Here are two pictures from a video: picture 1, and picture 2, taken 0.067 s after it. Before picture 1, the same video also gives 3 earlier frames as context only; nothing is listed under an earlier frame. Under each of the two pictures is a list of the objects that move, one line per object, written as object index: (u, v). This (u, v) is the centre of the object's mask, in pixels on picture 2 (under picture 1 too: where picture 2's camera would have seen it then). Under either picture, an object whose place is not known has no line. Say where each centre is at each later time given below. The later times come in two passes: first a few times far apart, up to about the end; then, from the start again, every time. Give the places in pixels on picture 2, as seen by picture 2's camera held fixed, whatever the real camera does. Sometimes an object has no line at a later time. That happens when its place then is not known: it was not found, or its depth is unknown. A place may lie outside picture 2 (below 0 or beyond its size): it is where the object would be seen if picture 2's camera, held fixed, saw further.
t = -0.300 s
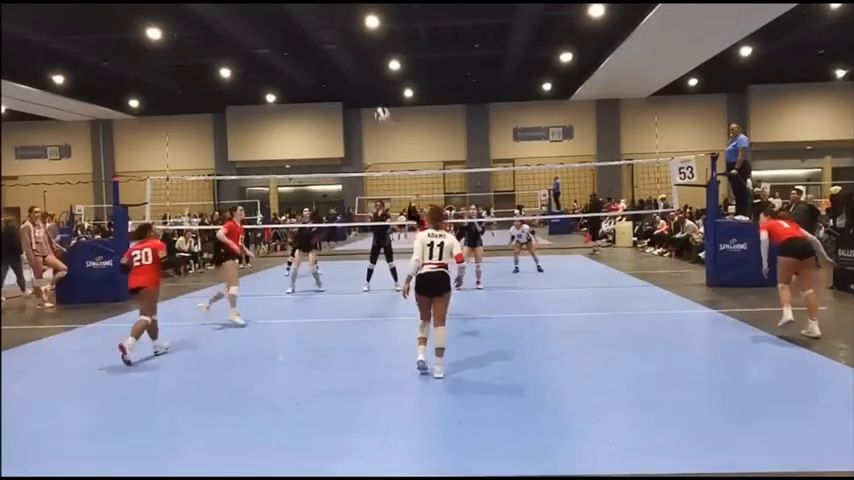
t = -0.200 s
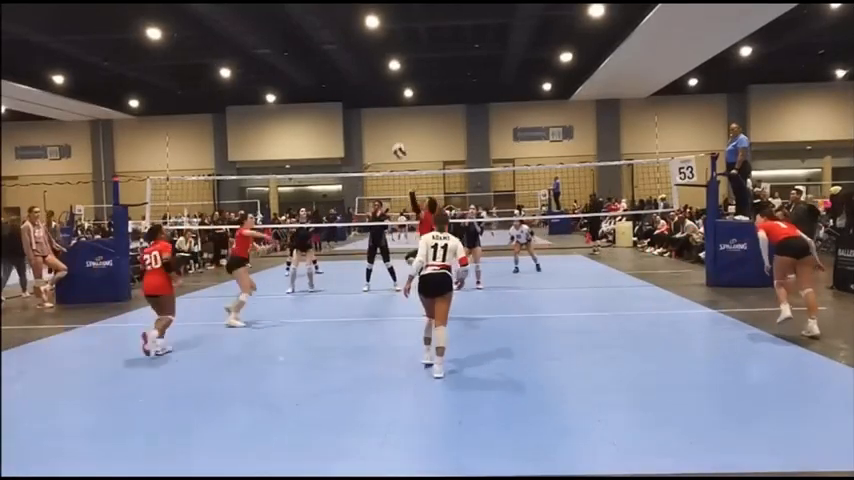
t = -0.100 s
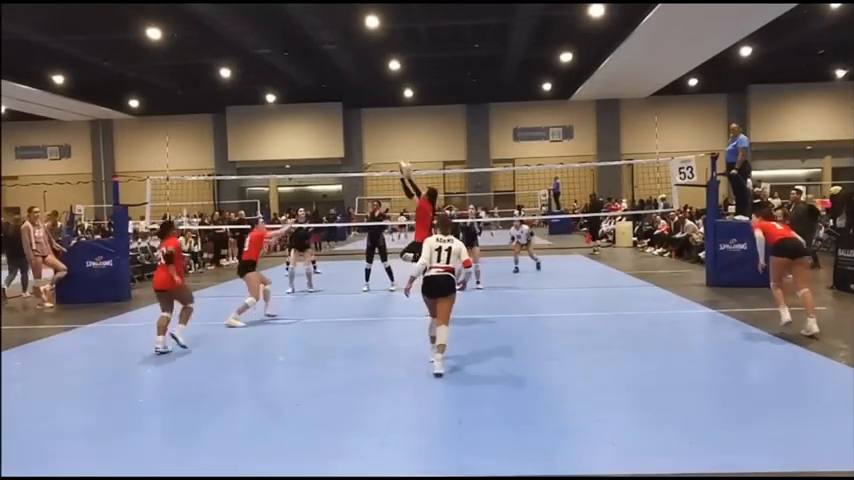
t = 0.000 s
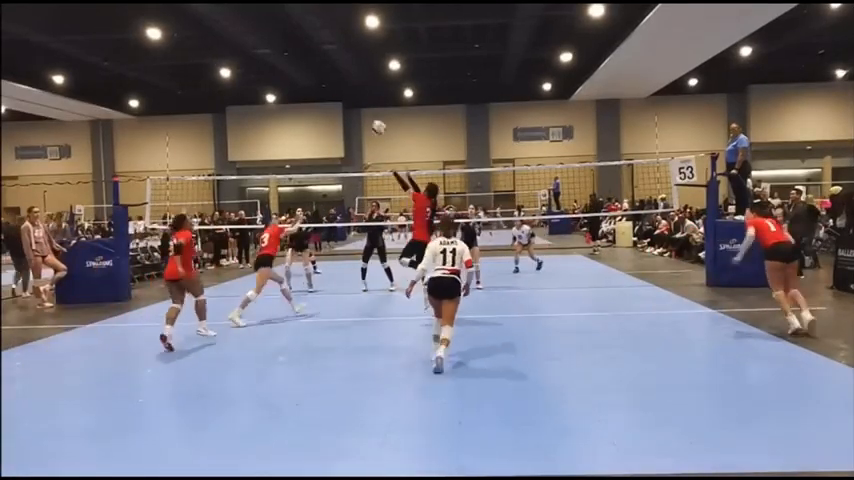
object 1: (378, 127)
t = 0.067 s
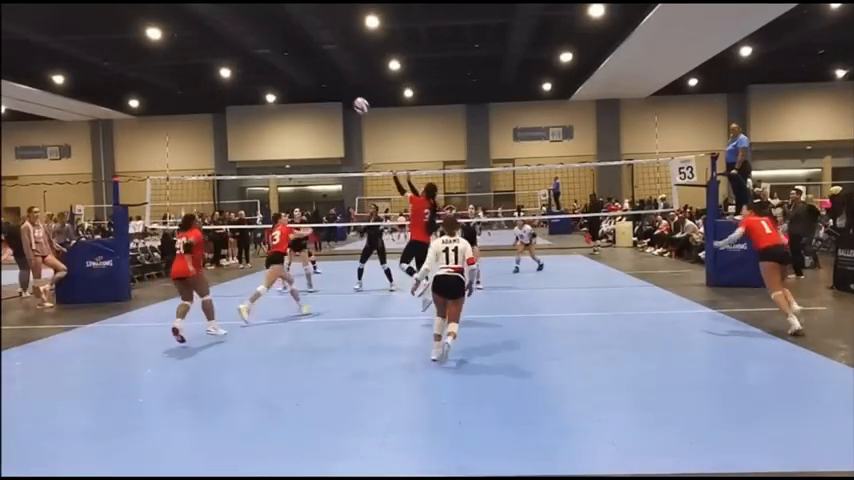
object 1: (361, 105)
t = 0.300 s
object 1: (304, 53)
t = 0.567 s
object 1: (248, 41)
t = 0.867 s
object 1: (192, 83)
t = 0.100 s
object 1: (352, 96)
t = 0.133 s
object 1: (344, 87)
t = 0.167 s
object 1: (336, 78)
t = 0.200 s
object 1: (328, 71)
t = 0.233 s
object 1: (320, 64)
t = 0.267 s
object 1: (312, 59)
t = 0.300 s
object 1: (304, 53)
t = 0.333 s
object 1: (297, 49)
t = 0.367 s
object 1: (289, 46)
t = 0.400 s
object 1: (282, 43)
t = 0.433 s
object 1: (275, 41)
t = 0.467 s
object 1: (268, 40)
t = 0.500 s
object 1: (261, 40)
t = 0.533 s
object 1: (254, 40)
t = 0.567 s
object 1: (248, 41)
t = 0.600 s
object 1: (241, 43)
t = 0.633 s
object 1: (235, 45)
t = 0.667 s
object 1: (228, 49)
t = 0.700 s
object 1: (222, 53)
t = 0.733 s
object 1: (216, 58)
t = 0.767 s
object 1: (210, 63)
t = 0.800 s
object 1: (204, 69)
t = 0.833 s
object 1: (198, 76)
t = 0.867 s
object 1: (192, 83)
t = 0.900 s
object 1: (187, 91)
